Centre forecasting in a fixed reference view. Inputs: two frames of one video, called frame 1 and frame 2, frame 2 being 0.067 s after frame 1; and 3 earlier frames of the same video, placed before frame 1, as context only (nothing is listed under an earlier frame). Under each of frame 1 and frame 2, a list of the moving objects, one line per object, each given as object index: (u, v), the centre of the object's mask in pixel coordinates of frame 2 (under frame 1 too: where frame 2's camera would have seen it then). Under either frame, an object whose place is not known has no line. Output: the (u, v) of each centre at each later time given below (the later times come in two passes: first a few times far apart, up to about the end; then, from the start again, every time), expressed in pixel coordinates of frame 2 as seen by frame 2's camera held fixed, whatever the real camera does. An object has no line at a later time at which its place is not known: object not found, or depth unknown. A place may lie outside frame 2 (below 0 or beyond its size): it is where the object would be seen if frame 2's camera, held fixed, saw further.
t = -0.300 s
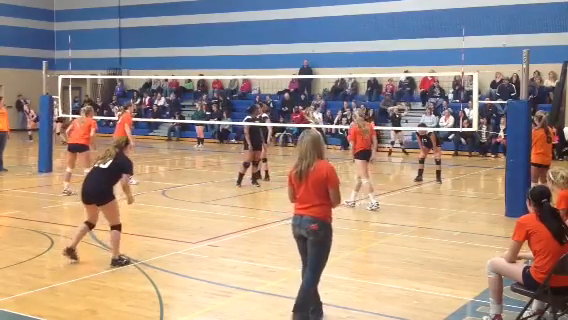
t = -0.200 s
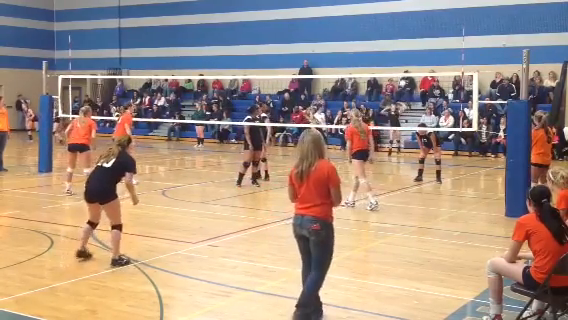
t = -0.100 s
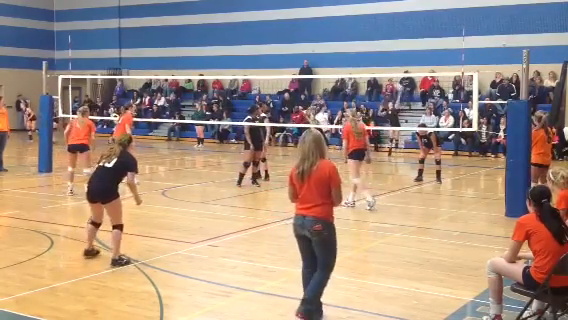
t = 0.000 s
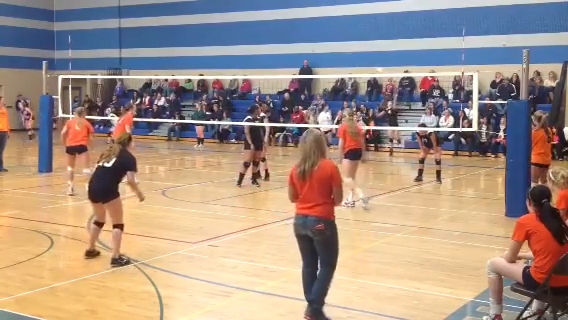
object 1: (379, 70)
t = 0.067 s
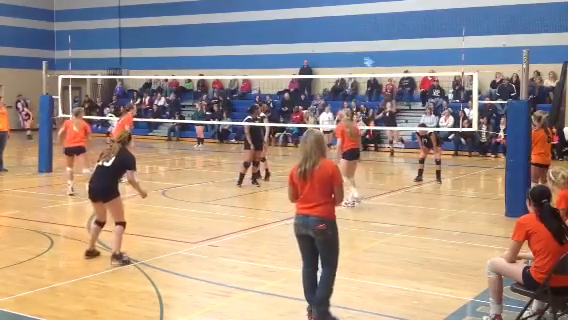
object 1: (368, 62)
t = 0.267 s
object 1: (324, 41)
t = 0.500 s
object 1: (258, 37)
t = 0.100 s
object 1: (362, 58)
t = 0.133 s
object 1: (355, 53)
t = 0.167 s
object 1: (347, 50)
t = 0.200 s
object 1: (341, 46)
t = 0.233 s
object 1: (332, 43)
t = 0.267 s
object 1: (324, 41)
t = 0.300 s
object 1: (316, 39)
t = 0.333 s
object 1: (308, 38)
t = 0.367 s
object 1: (298, 37)
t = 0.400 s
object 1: (289, 36)
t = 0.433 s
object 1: (279, 36)
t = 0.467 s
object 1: (269, 36)
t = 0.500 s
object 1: (258, 37)
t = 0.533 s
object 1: (246, 39)
